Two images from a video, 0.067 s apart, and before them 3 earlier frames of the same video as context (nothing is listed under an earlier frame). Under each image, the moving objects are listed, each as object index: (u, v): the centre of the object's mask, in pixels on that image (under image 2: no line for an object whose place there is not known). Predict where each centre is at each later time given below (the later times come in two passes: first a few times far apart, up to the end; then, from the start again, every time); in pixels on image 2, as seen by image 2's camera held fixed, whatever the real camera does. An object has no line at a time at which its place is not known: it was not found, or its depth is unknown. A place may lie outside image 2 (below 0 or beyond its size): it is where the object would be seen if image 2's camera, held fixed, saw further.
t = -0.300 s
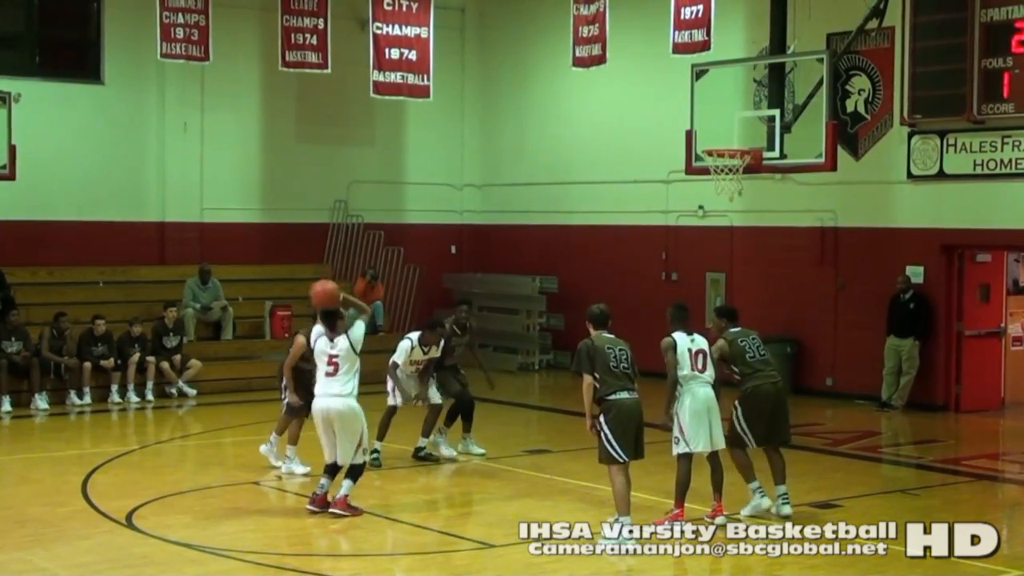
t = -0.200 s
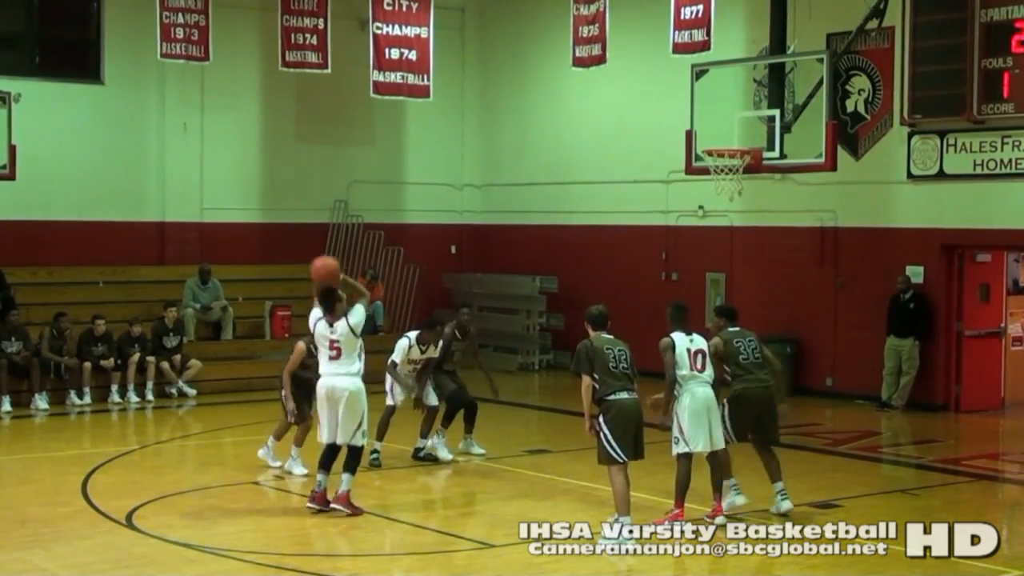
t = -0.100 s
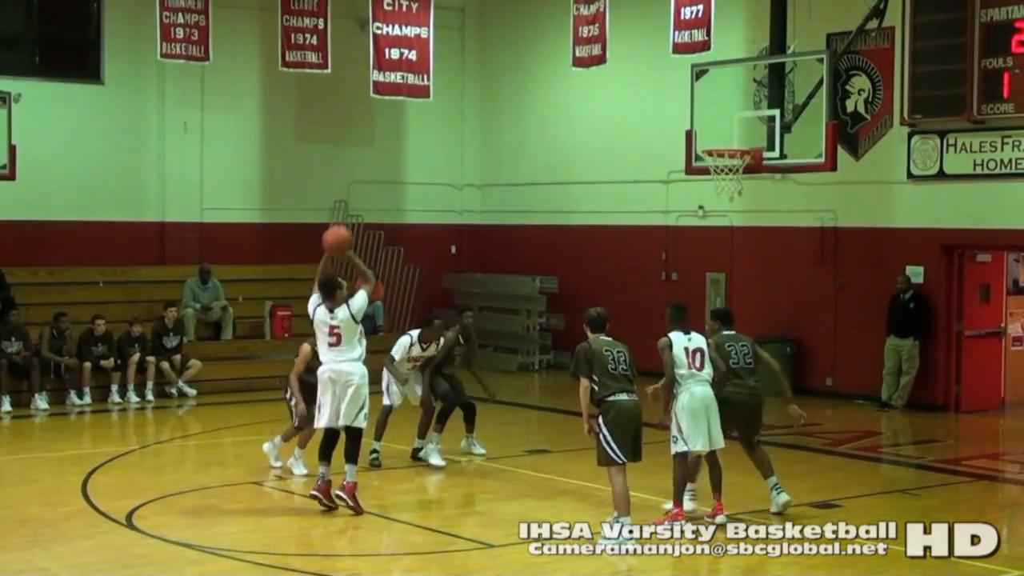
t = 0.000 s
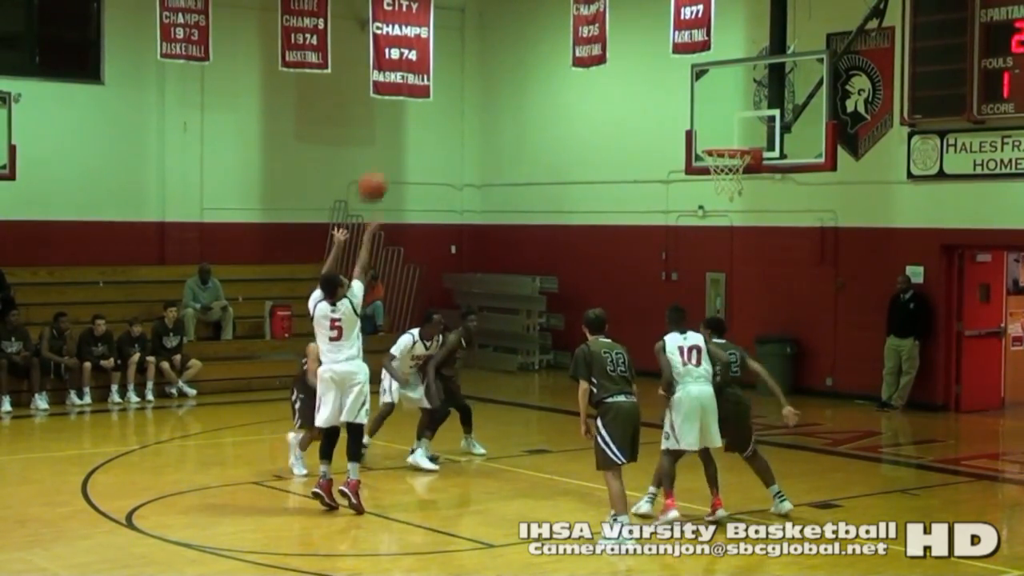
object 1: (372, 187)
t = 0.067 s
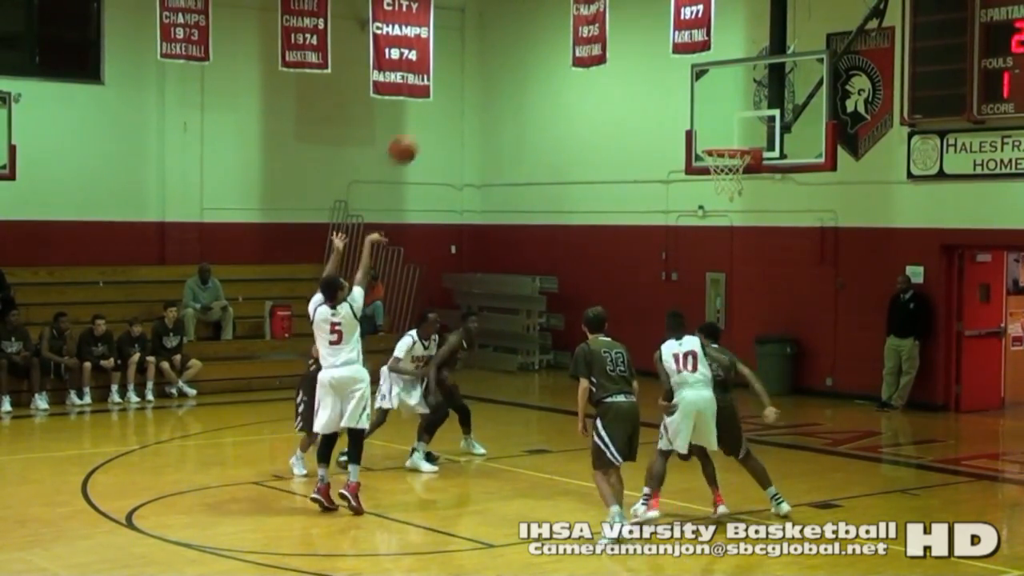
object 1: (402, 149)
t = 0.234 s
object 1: (476, 80)
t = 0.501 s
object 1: (582, 41)
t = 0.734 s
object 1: (666, 72)
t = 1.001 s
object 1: (720, 146)
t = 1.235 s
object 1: (703, 125)
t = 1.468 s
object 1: (644, 135)
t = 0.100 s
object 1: (418, 133)
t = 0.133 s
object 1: (433, 117)
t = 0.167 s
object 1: (447, 104)
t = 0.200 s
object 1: (462, 91)
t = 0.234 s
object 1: (476, 80)
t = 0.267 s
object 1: (490, 70)
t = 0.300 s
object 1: (503, 63)
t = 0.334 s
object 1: (517, 56)
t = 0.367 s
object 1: (530, 50)
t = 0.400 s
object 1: (544, 46)
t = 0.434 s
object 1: (556, 43)
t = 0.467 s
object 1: (569, 41)
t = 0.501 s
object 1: (582, 41)
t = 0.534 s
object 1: (594, 39)
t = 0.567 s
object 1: (607, 44)
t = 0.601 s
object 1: (619, 47)
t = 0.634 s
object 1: (631, 52)
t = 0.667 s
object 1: (643, 57)
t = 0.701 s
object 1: (654, 64)
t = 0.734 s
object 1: (666, 72)
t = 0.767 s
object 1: (677, 80)
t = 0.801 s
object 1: (688, 90)
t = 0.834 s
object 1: (699, 101)
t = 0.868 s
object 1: (710, 113)
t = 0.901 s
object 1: (721, 126)
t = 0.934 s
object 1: (731, 139)
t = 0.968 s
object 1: (733, 146)
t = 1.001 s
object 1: (720, 146)
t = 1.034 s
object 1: (722, 149)
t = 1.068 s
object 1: (734, 145)
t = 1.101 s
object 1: (735, 142)
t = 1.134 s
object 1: (727, 137)
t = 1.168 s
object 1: (719, 132)
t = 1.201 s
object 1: (710, 128)
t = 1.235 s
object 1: (703, 125)
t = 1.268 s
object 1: (694, 123)
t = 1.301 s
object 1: (686, 122)
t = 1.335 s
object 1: (677, 122)
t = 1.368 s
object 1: (669, 124)
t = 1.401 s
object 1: (661, 127)
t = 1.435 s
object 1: (652, 130)
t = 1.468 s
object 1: (644, 135)
